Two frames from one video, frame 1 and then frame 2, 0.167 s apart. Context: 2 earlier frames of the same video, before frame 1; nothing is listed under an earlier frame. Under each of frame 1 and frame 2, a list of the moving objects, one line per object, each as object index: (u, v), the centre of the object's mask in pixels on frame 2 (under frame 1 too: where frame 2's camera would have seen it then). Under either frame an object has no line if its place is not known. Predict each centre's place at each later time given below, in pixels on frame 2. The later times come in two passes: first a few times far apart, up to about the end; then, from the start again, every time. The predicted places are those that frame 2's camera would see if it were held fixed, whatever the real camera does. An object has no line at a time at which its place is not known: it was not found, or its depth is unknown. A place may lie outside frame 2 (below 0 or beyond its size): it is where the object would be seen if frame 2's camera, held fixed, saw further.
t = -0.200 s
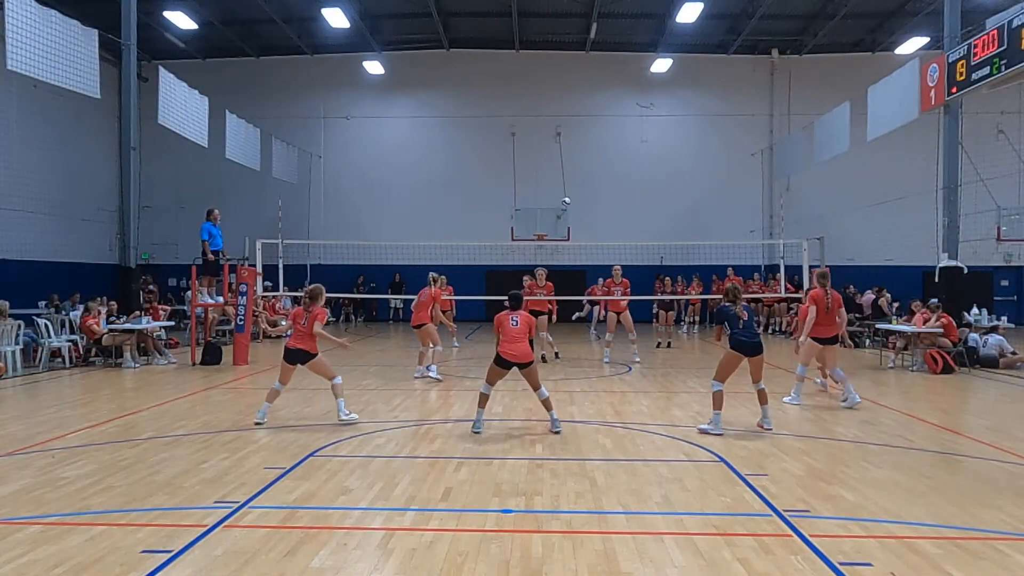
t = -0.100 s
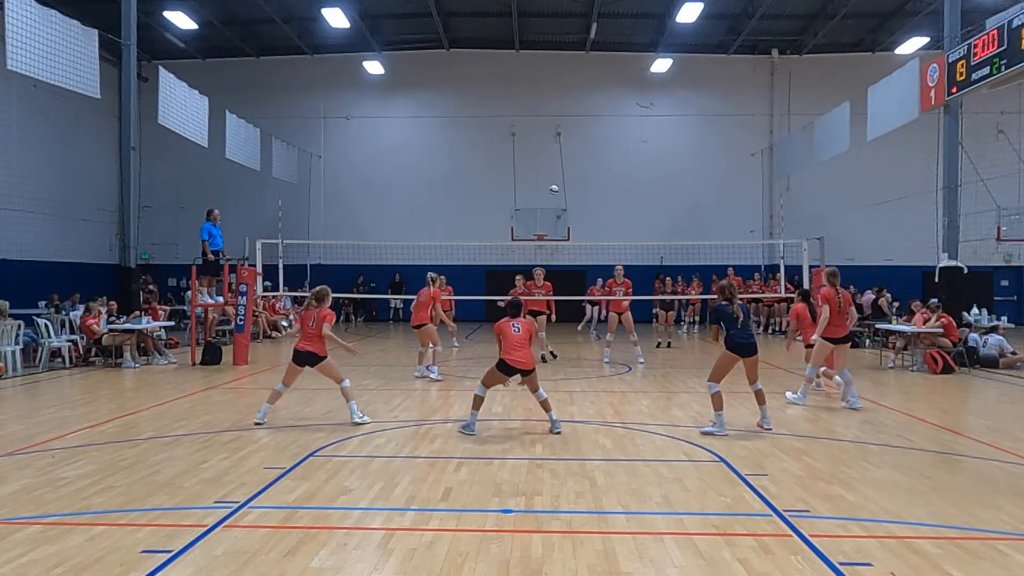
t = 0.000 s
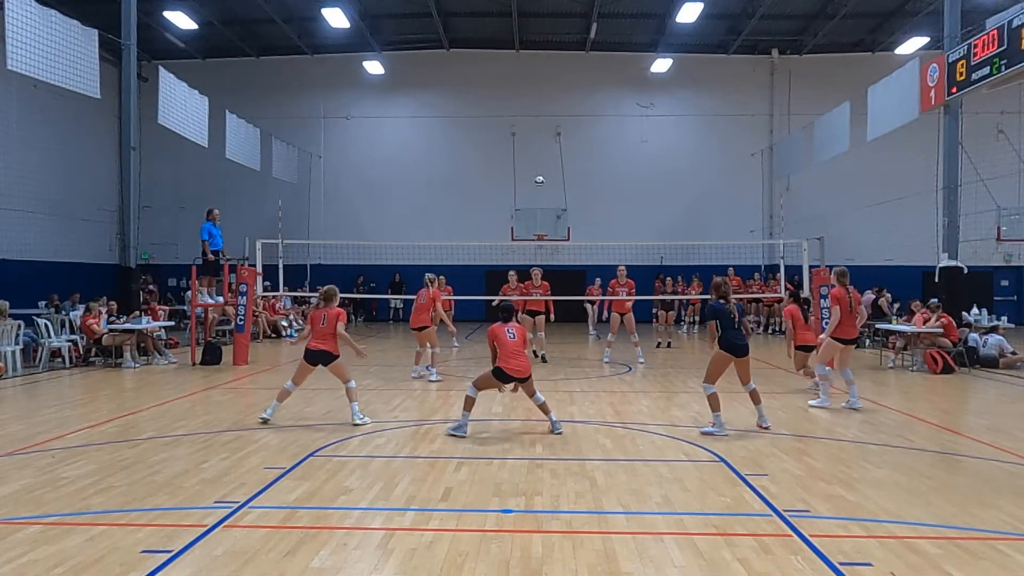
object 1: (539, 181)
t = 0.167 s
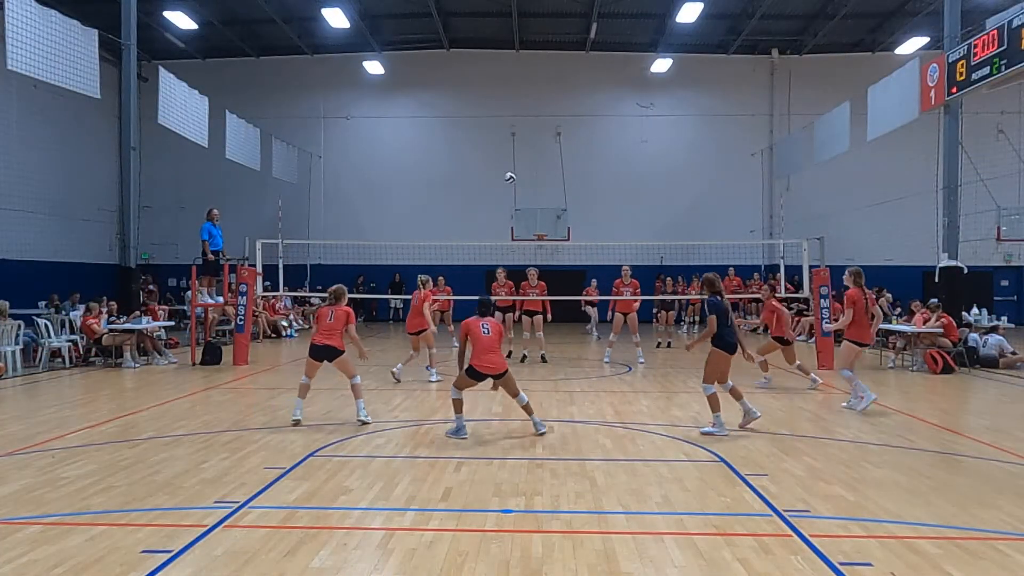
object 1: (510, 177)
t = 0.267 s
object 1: (489, 184)
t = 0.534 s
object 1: (419, 236)
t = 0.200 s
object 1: (503, 179)
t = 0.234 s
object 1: (497, 181)
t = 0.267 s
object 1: (489, 184)
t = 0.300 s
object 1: (483, 188)
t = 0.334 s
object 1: (475, 192)
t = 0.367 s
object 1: (467, 197)
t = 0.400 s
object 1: (458, 203)
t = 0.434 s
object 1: (449, 210)
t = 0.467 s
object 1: (440, 217)
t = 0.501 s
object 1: (430, 226)
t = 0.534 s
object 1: (419, 236)
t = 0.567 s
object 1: (409, 248)
